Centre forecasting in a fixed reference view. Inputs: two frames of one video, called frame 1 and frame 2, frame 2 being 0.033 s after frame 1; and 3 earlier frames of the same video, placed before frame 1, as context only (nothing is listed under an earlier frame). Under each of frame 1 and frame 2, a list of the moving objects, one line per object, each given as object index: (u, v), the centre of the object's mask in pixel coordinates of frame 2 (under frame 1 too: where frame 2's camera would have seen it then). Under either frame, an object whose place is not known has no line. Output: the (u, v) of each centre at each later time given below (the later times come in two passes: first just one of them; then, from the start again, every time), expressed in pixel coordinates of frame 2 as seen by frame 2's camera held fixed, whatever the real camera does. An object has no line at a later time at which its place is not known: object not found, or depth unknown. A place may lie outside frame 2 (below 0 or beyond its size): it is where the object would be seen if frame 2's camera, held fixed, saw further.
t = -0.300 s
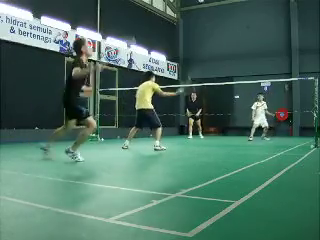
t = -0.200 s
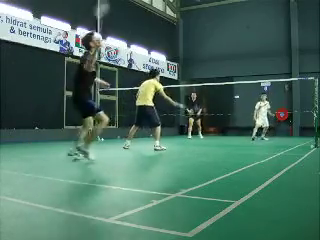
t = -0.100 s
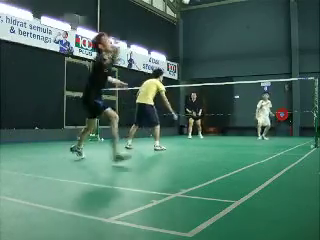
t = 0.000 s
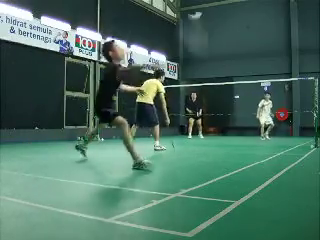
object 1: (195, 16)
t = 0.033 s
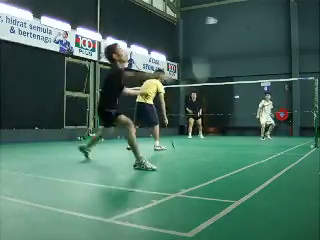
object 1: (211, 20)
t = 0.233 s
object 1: (248, 26)
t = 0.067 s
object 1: (220, 18)
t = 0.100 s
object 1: (226, 18)
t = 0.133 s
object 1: (234, 19)
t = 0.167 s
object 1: (240, 21)
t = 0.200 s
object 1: (244, 23)
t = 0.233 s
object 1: (248, 26)
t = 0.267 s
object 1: (251, 28)
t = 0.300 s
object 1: (253, 31)
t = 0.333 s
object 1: (256, 33)
